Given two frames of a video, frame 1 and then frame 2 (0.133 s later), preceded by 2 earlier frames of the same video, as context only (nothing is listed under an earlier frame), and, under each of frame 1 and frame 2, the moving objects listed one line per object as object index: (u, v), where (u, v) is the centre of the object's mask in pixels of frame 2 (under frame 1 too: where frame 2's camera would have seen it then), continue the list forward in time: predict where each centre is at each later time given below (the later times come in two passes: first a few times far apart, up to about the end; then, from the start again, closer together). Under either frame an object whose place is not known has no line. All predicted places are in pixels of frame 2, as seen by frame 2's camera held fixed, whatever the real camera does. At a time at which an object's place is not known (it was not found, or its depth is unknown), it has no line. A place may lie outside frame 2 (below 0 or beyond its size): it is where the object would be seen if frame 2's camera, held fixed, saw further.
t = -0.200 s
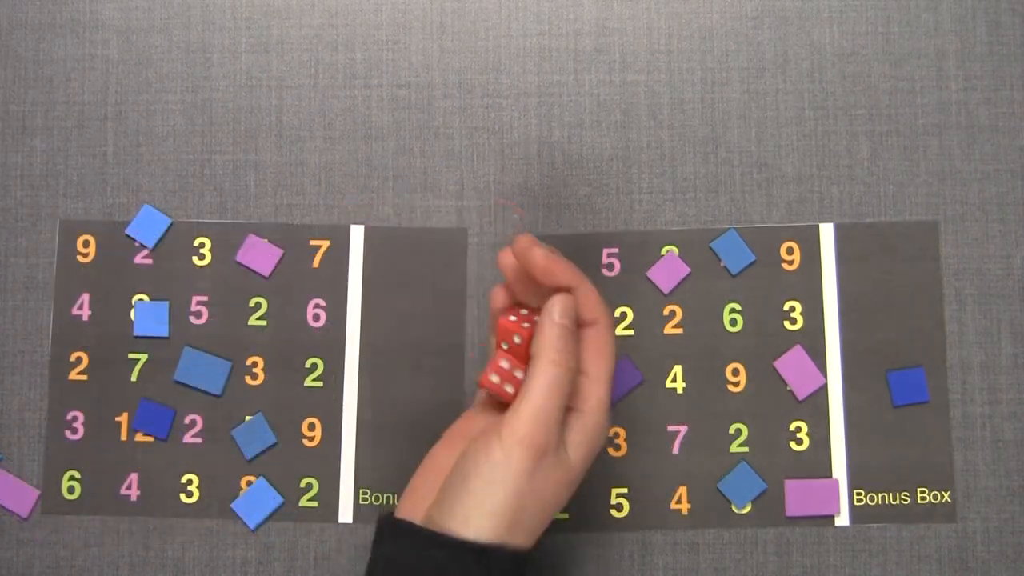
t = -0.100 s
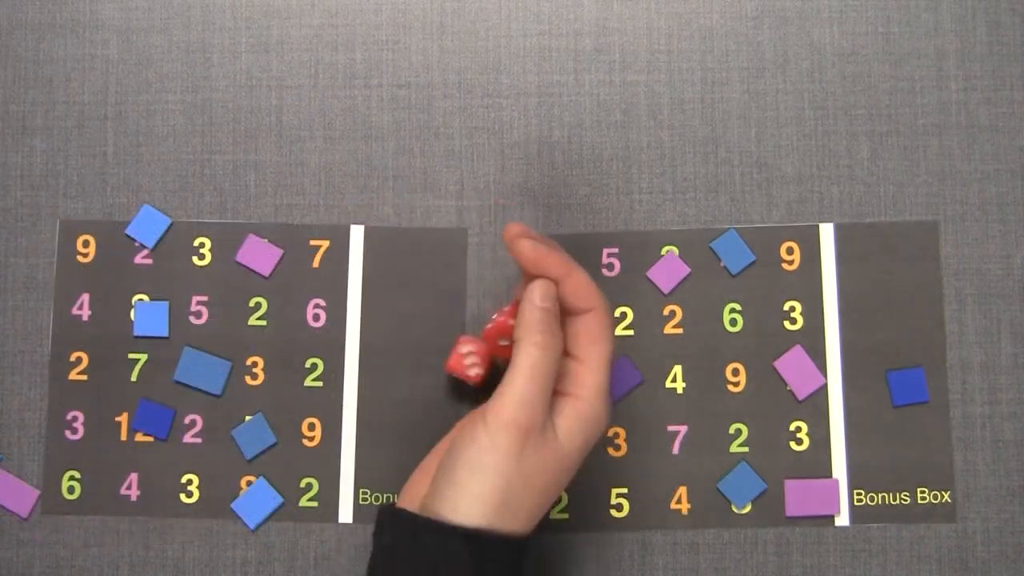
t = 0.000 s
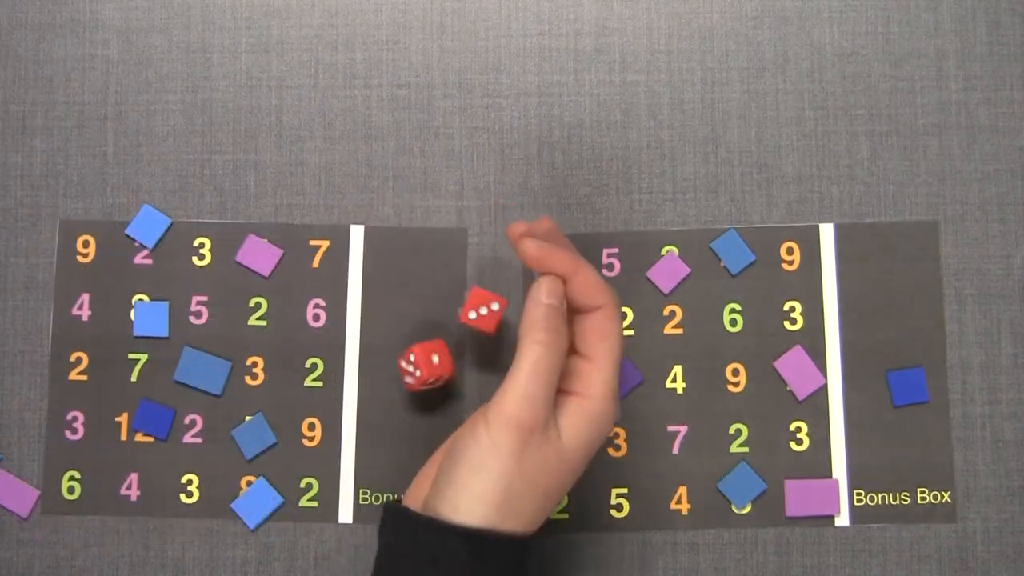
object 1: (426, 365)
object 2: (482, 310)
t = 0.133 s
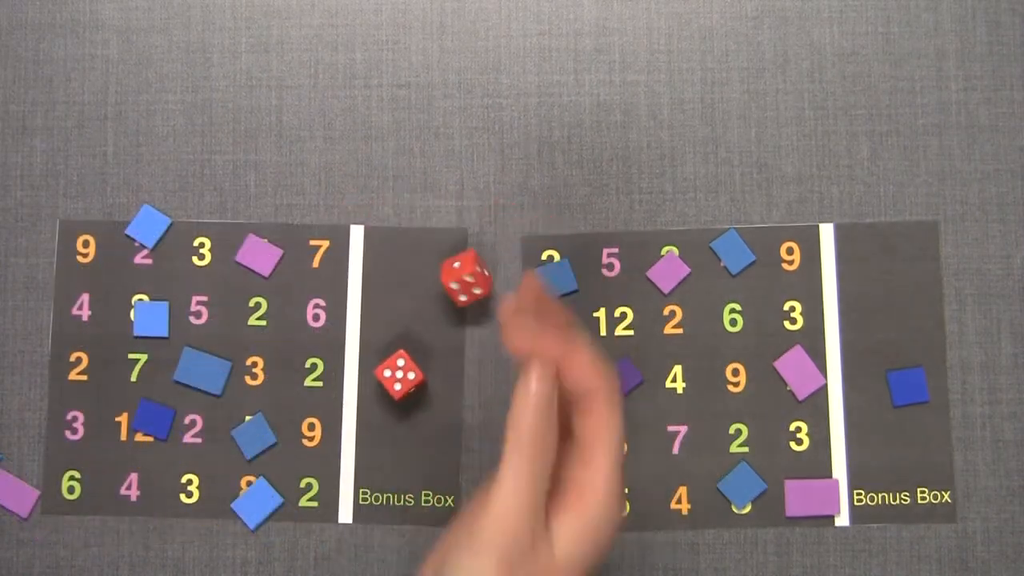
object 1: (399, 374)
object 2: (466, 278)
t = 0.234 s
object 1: (399, 374)
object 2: (462, 280)
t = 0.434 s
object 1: (399, 374)
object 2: (470, 284)
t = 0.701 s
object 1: (399, 374)
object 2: (470, 284)
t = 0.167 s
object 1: (399, 374)
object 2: (465, 275)
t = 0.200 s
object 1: (399, 374)
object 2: (463, 276)
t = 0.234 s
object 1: (399, 374)
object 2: (462, 280)
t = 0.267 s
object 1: (399, 374)
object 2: (468, 281)
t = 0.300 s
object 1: (399, 374)
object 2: (470, 283)
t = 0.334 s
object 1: (399, 374)
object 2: (470, 284)
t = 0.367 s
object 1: (399, 374)
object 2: (470, 284)
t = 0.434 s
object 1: (399, 374)
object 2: (470, 284)
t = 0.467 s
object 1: (399, 374)
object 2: (470, 284)
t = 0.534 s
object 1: (399, 374)
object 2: (470, 284)
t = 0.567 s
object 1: (399, 374)
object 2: (470, 284)
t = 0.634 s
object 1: (399, 374)
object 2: (470, 284)
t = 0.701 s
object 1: (399, 374)
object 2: (470, 284)
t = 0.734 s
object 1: (399, 374)
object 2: (470, 284)
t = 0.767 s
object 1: (399, 374)
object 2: (470, 284)
